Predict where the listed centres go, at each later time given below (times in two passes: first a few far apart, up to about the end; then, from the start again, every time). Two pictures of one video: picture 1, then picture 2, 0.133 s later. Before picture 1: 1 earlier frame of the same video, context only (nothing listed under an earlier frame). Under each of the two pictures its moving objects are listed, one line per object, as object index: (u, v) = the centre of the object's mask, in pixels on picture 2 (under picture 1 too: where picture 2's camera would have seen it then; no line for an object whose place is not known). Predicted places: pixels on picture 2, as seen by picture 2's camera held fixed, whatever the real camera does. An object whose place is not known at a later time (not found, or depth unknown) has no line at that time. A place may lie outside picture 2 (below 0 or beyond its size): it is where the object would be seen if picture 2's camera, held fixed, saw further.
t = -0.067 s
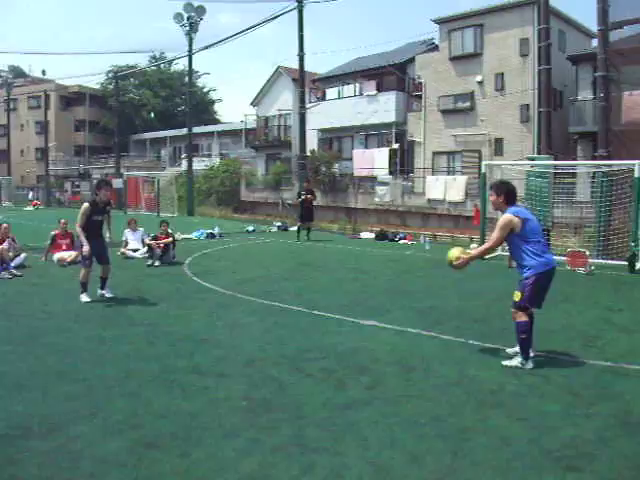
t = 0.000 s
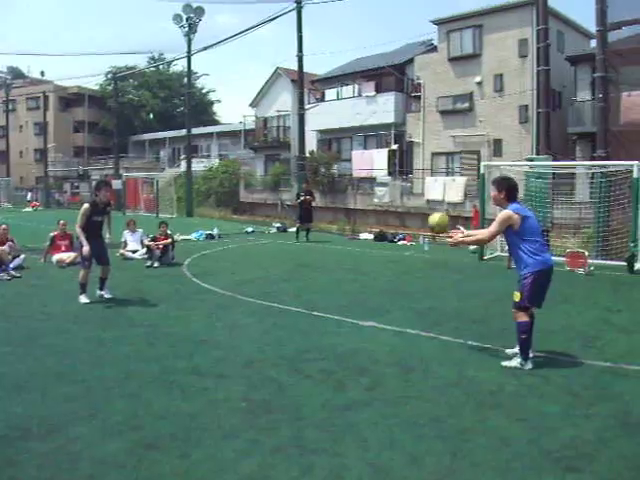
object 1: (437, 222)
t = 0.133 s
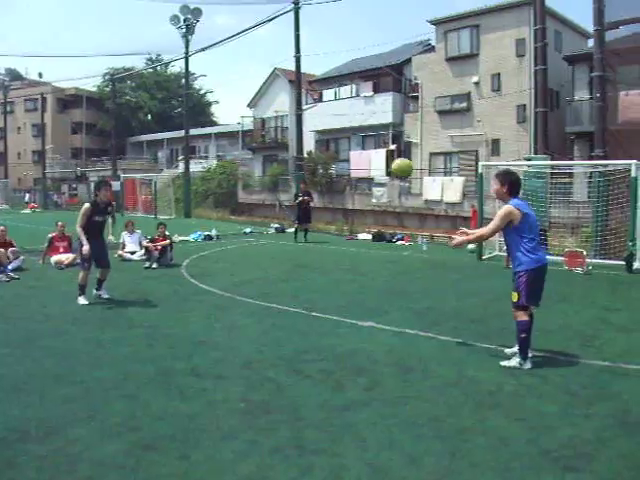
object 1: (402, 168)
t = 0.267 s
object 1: (369, 135)
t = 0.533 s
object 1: (312, 128)
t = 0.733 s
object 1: (274, 162)
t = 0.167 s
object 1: (393, 158)
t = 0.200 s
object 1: (385, 150)
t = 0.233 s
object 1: (376, 141)
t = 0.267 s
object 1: (369, 135)
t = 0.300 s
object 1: (361, 131)
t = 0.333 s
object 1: (354, 126)
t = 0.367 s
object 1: (347, 124)
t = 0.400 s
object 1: (340, 121)
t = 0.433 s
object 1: (333, 122)
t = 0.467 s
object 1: (325, 123)
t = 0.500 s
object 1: (319, 124)
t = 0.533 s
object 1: (312, 128)
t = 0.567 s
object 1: (305, 131)
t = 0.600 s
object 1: (298, 135)
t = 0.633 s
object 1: (292, 140)
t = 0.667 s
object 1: (286, 147)
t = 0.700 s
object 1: (281, 154)
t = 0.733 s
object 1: (274, 162)
